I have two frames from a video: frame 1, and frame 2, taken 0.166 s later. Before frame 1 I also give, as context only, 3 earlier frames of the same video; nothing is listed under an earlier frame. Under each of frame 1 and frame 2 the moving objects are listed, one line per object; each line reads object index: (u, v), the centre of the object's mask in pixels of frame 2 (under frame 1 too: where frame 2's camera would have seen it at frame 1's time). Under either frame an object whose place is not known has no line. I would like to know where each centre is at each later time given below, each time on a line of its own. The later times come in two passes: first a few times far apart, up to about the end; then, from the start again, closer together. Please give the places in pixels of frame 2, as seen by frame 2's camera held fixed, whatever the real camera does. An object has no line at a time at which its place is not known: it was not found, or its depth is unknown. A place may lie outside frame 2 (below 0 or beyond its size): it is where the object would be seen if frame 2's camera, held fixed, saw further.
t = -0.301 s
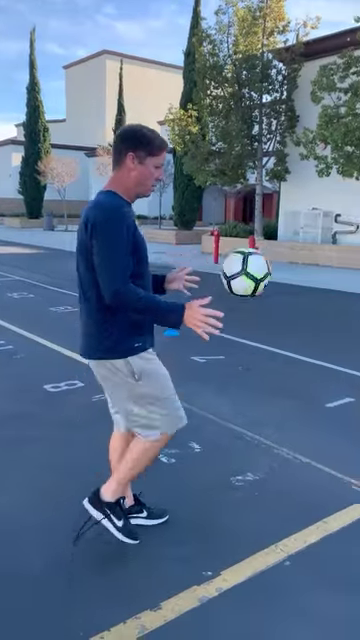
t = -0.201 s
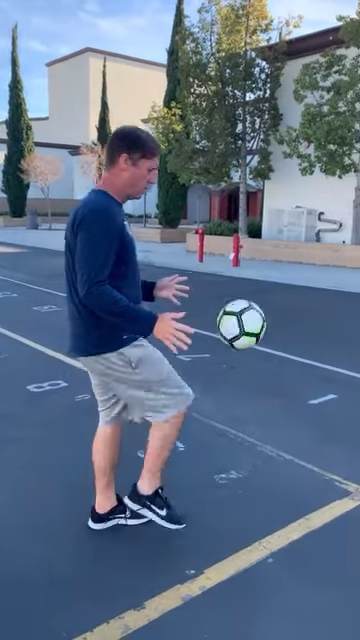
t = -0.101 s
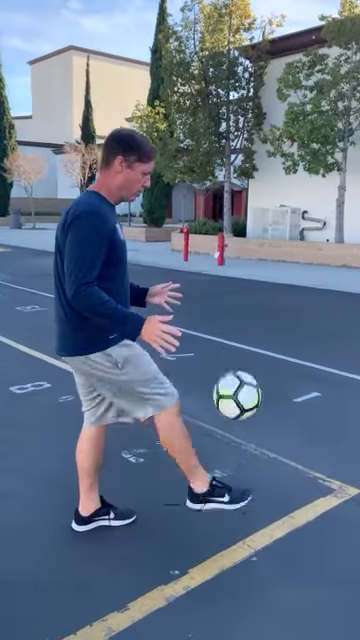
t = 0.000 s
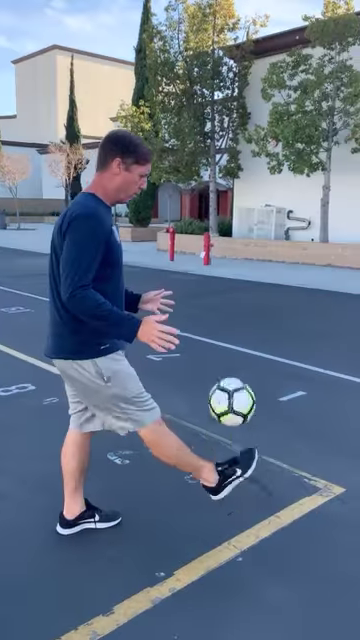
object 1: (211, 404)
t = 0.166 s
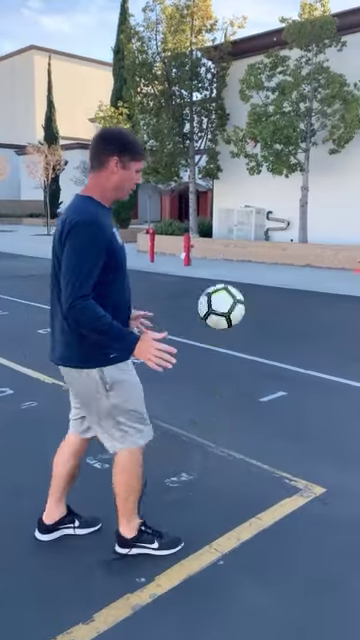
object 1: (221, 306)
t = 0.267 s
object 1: (226, 278)
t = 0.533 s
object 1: (235, 306)
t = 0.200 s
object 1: (223, 294)
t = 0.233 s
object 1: (225, 284)
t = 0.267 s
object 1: (226, 278)
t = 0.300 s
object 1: (227, 274)
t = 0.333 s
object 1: (229, 271)
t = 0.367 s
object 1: (230, 272)
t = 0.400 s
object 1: (231, 274)
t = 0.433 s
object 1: (232, 280)
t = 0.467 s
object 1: (233, 285)
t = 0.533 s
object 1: (235, 306)
